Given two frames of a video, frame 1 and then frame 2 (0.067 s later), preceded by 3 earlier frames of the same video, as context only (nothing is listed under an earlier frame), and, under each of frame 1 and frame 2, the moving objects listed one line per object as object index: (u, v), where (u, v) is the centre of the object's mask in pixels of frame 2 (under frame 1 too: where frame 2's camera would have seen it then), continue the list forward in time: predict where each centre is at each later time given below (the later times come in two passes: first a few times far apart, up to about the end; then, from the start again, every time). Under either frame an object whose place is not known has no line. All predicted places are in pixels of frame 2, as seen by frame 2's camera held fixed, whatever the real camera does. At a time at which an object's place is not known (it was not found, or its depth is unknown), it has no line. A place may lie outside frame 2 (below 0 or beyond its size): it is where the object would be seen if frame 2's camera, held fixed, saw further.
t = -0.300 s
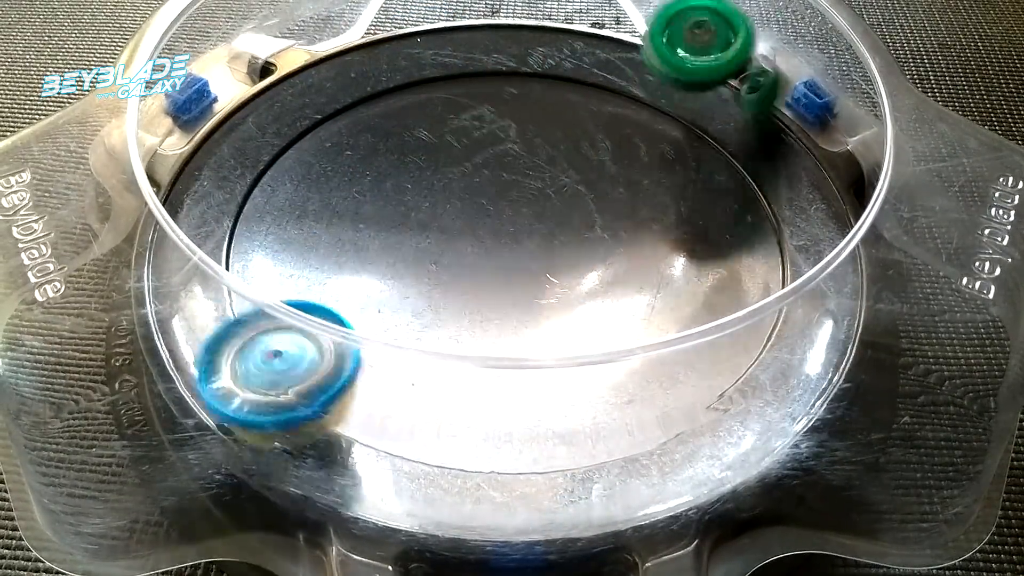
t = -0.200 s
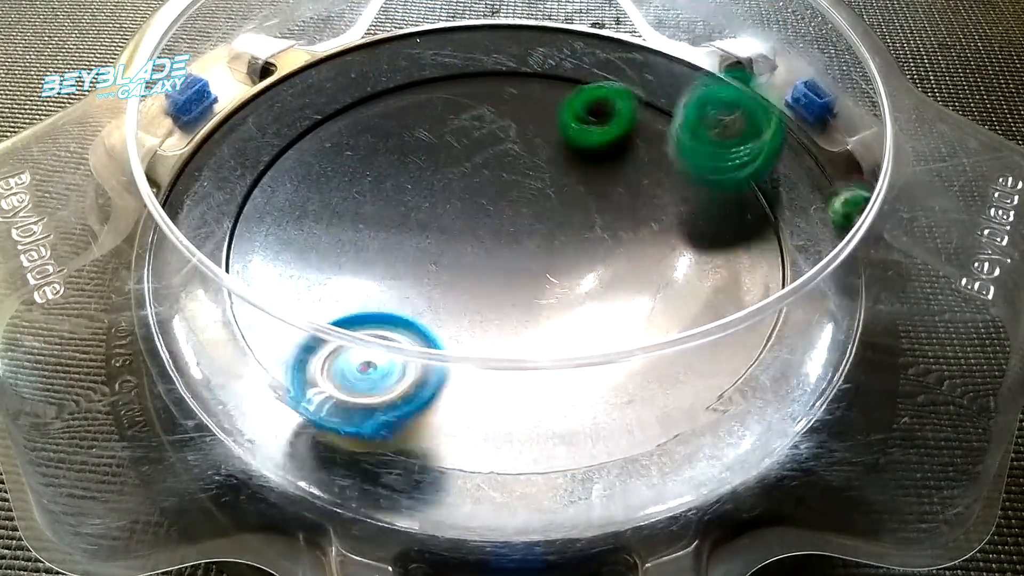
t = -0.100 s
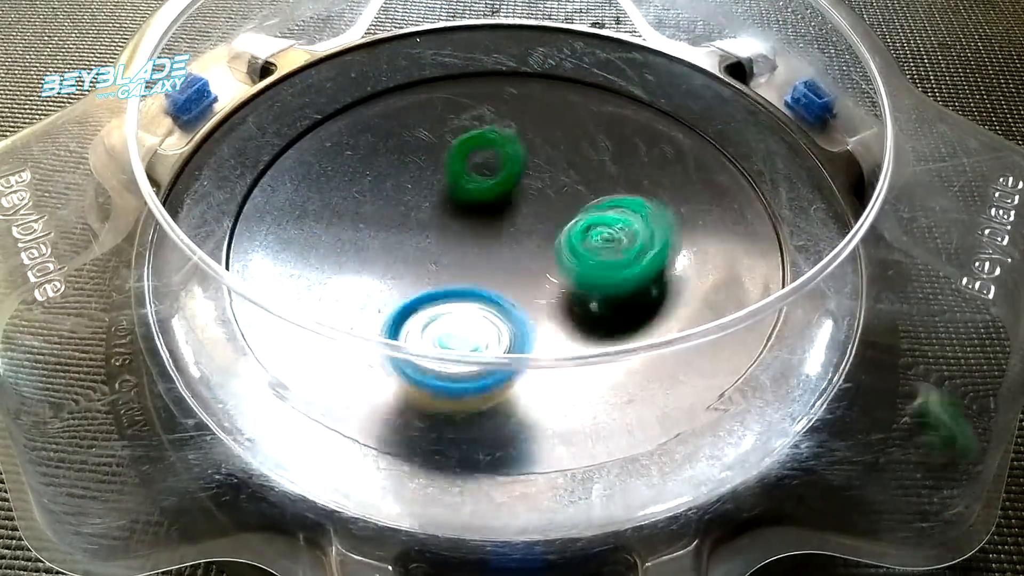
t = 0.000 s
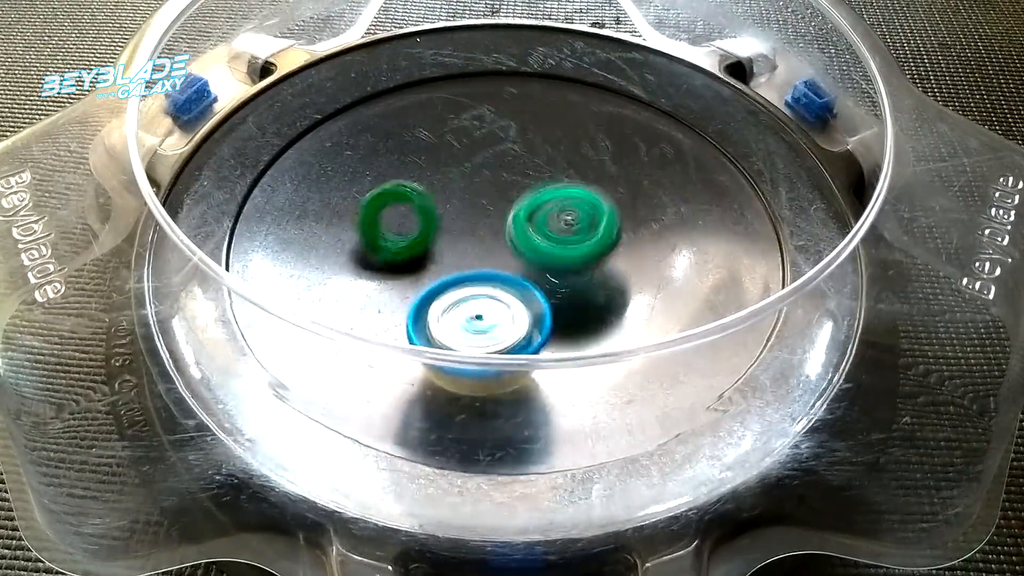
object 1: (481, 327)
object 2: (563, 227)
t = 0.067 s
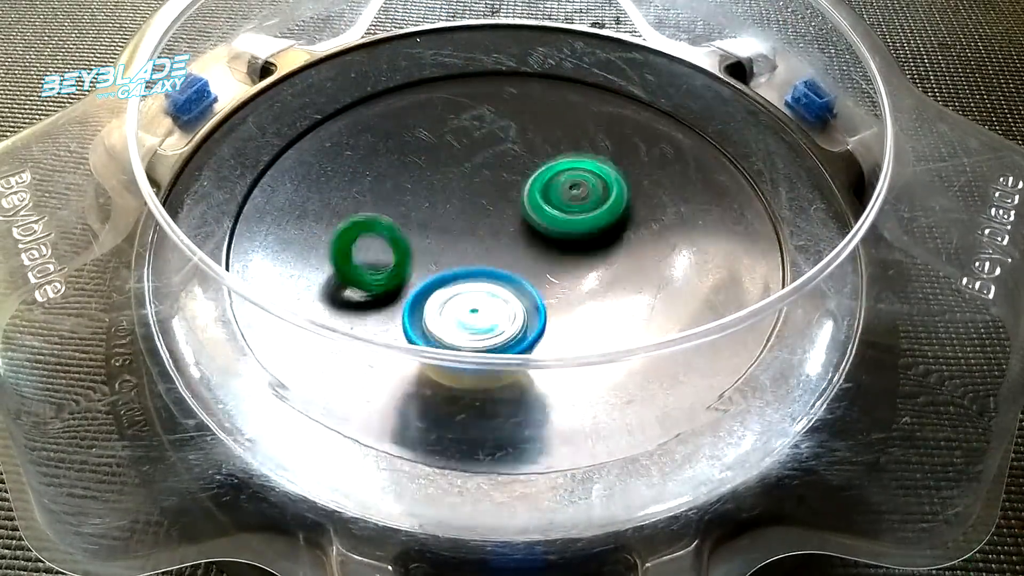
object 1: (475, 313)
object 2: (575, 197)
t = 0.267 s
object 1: (518, 308)
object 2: (565, 127)
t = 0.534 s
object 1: (546, 273)
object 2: (500, 201)
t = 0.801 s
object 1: (531, 263)
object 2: (348, 260)
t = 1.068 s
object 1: (516, 233)
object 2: (362, 264)
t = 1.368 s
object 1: (622, 134)
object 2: (358, 256)
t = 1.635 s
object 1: (578, 114)
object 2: (432, 241)
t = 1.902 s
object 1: (532, 168)
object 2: (450, 237)
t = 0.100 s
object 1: (474, 310)
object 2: (577, 172)
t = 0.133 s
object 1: (475, 306)
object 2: (577, 160)
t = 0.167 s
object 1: (477, 303)
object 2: (577, 146)
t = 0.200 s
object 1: (480, 299)
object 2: (574, 135)
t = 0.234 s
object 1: (498, 304)
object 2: (570, 129)
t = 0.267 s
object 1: (518, 308)
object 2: (565, 127)
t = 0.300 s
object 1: (533, 308)
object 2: (560, 129)
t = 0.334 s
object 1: (544, 307)
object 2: (553, 134)
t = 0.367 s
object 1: (552, 303)
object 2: (546, 143)
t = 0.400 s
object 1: (555, 300)
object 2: (538, 154)
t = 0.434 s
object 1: (555, 295)
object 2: (529, 166)
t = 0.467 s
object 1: (553, 289)
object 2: (522, 181)
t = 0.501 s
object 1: (550, 281)
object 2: (512, 192)
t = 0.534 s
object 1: (546, 273)
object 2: (500, 201)
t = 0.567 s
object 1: (543, 266)
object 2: (482, 214)
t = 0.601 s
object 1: (543, 264)
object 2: (453, 229)
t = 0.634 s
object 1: (542, 272)
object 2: (430, 242)
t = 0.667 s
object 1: (542, 274)
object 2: (404, 246)
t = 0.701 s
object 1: (540, 273)
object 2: (380, 252)
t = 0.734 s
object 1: (537, 270)
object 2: (362, 254)
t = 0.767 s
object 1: (534, 267)
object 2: (352, 257)
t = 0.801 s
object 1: (531, 263)
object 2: (348, 260)
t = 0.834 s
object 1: (528, 259)
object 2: (350, 261)
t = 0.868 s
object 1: (525, 255)
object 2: (355, 262)
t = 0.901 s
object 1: (523, 250)
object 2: (359, 263)
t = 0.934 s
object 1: (521, 246)
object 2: (361, 263)
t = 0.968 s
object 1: (519, 242)
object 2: (362, 264)
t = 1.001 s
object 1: (518, 239)
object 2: (362, 263)
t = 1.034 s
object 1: (517, 236)
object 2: (362, 263)
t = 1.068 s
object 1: (516, 233)
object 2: (362, 264)
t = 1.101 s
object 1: (516, 230)
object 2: (362, 263)
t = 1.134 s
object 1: (515, 228)
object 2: (362, 263)
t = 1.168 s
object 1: (514, 226)
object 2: (362, 264)
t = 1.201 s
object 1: (535, 204)
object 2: (362, 264)
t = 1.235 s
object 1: (560, 190)
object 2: (363, 265)
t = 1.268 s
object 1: (584, 176)
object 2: (355, 262)
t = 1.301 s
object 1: (603, 158)
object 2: (357, 255)
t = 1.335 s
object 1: (616, 145)
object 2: (357, 256)
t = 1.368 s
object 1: (622, 134)
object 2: (358, 256)
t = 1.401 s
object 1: (620, 124)
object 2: (360, 257)
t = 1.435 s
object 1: (616, 116)
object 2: (365, 257)
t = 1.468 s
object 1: (610, 109)
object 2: (377, 253)
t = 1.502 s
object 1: (605, 104)
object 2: (389, 250)
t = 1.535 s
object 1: (599, 102)
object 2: (401, 248)
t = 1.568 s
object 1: (592, 103)
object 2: (411, 245)
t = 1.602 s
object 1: (585, 108)
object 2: (420, 243)
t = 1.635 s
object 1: (578, 114)
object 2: (432, 241)
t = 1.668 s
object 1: (572, 121)
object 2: (440, 240)
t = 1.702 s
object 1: (564, 128)
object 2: (441, 240)
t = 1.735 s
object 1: (557, 135)
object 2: (442, 240)
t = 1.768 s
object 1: (550, 143)
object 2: (445, 239)
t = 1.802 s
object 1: (545, 150)
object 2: (448, 238)
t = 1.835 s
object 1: (540, 157)
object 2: (448, 237)
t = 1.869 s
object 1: (536, 162)
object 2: (449, 237)
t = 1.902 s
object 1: (532, 168)
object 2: (450, 237)
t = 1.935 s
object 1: (529, 173)
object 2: (448, 237)
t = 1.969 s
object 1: (530, 177)
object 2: (446, 238)
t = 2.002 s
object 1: (533, 180)
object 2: (445, 238)
